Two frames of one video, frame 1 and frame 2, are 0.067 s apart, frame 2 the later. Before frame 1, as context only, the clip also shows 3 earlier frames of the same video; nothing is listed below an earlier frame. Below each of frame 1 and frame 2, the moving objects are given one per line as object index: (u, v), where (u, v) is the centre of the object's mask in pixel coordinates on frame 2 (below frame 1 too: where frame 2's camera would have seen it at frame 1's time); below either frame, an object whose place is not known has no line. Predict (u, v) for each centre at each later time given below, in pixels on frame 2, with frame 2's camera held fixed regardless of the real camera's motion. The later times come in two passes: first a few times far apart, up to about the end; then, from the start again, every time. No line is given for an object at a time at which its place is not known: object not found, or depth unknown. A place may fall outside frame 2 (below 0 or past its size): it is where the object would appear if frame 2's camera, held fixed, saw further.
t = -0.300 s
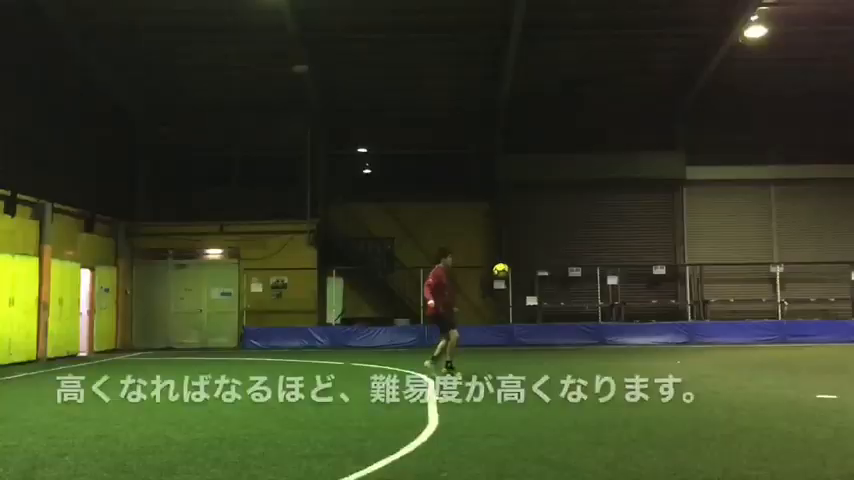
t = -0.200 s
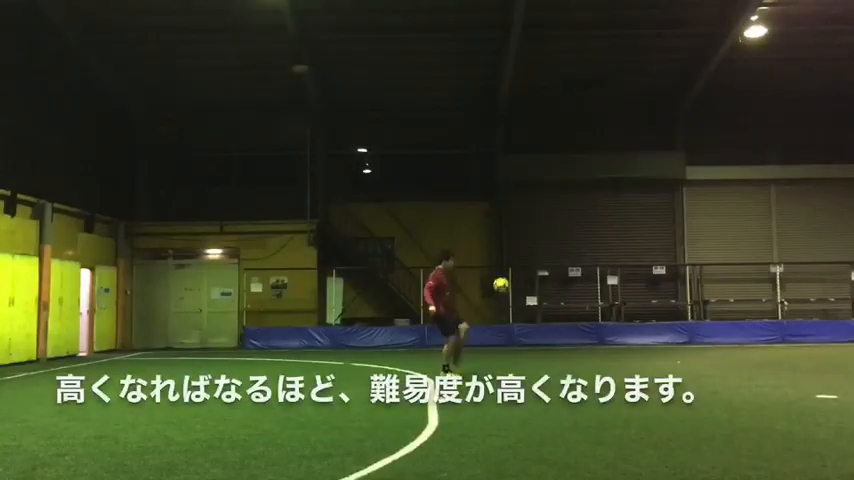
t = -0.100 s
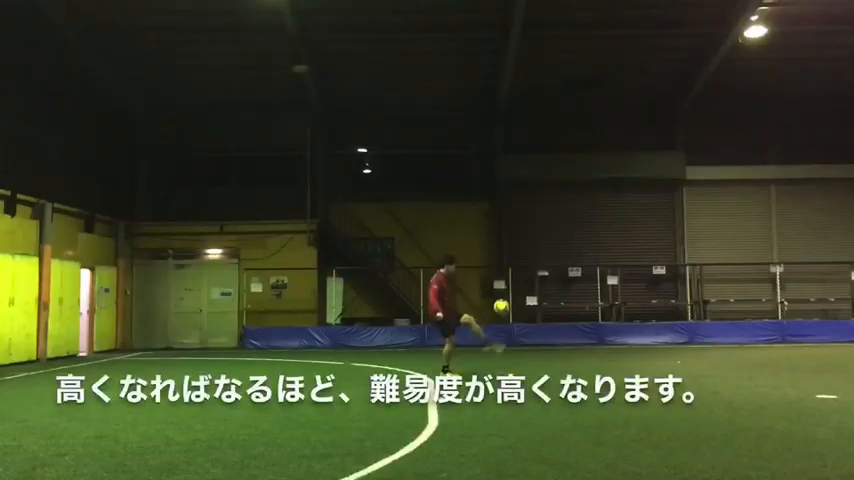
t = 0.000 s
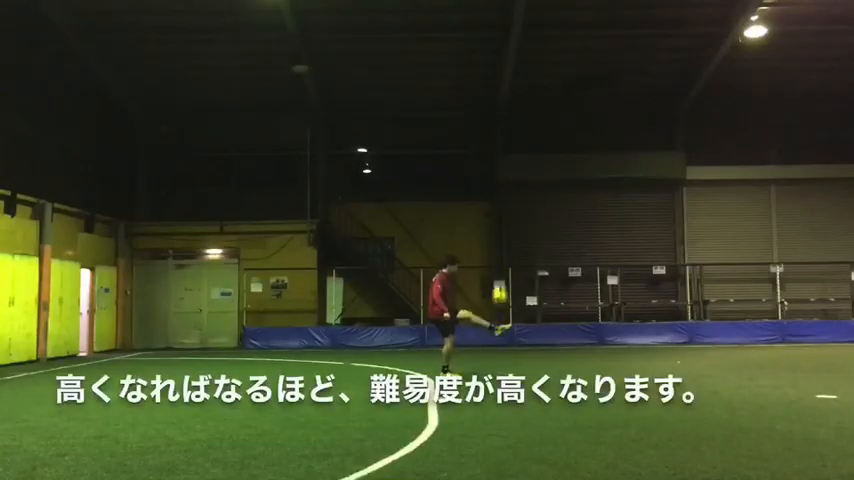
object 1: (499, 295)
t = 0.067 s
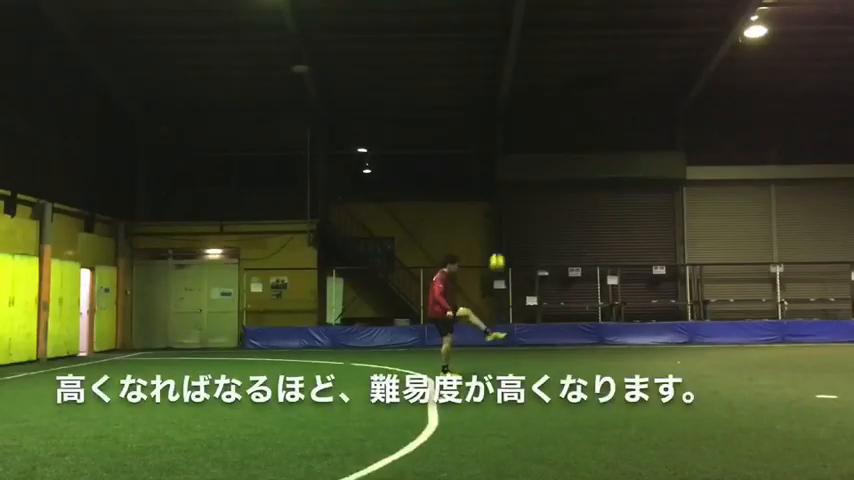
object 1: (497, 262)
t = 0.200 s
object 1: (492, 209)
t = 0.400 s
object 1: (485, 155)
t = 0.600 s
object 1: (480, 130)
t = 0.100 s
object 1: (495, 248)
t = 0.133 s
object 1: (494, 235)
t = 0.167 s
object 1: (493, 221)
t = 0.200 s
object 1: (492, 209)
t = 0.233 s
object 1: (491, 198)
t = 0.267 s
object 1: (490, 188)
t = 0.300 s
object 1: (488, 178)
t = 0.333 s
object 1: (487, 170)
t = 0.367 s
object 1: (486, 162)
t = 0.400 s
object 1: (485, 155)
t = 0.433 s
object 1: (484, 149)
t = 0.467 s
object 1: (484, 144)
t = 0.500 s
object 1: (482, 139)
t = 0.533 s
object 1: (482, 136)
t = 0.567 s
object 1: (481, 132)
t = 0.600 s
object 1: (480, 130)
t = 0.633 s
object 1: (479, 129)
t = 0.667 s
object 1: (478, 128)
